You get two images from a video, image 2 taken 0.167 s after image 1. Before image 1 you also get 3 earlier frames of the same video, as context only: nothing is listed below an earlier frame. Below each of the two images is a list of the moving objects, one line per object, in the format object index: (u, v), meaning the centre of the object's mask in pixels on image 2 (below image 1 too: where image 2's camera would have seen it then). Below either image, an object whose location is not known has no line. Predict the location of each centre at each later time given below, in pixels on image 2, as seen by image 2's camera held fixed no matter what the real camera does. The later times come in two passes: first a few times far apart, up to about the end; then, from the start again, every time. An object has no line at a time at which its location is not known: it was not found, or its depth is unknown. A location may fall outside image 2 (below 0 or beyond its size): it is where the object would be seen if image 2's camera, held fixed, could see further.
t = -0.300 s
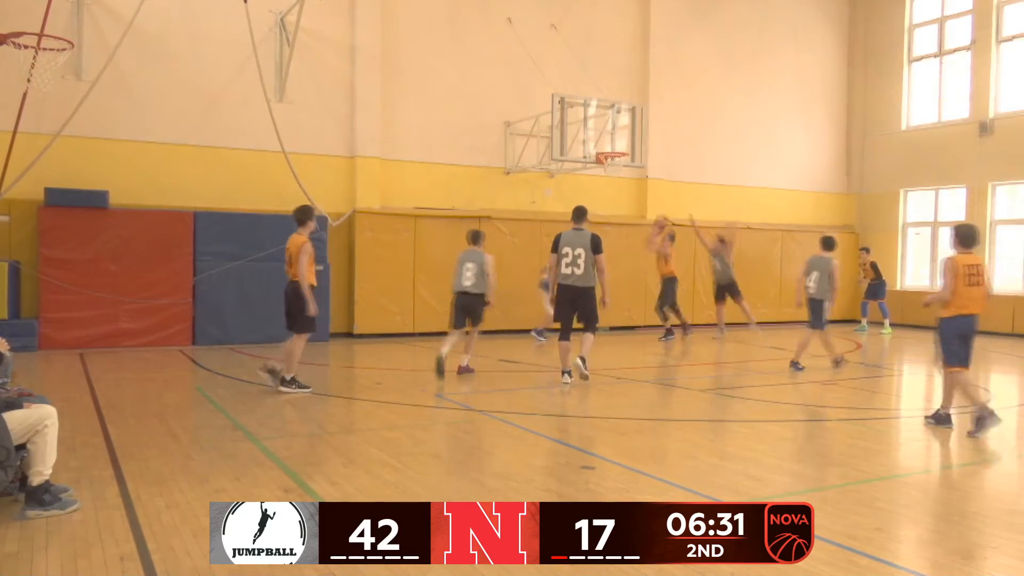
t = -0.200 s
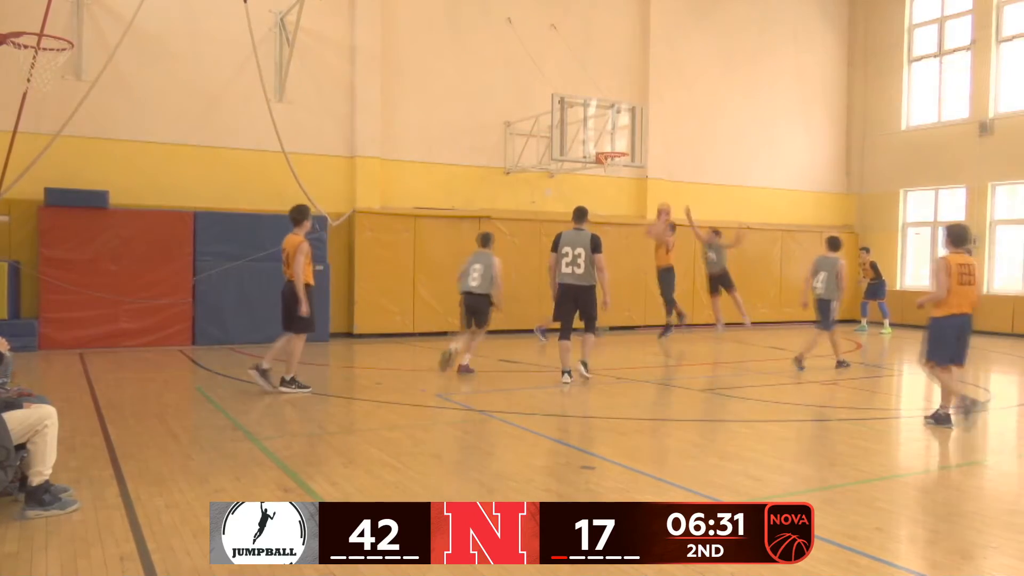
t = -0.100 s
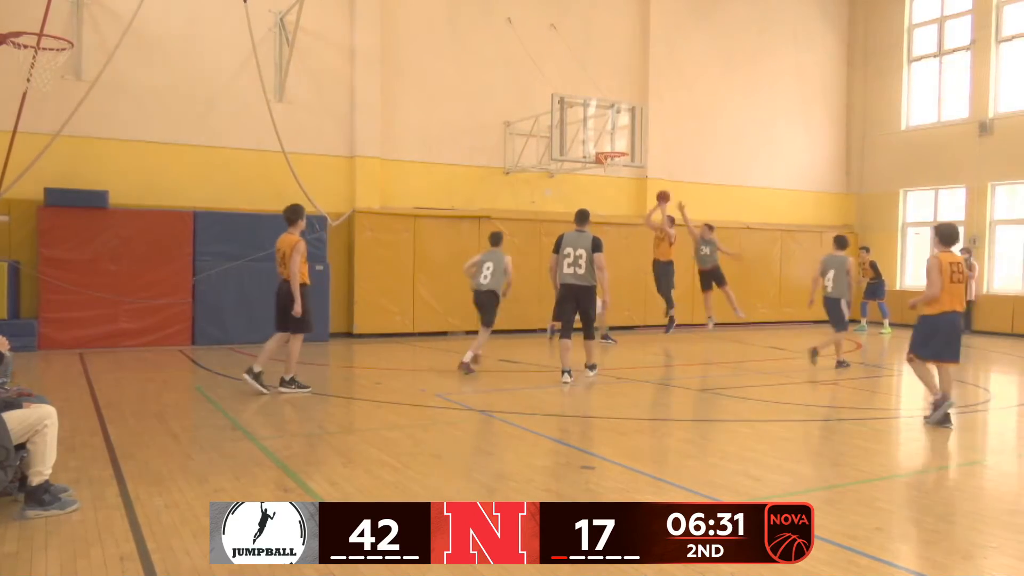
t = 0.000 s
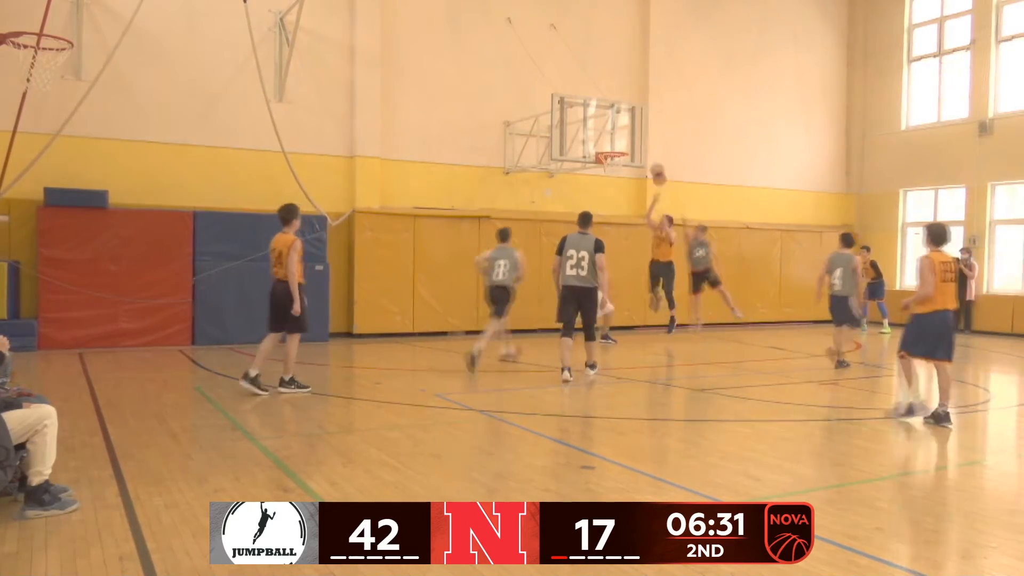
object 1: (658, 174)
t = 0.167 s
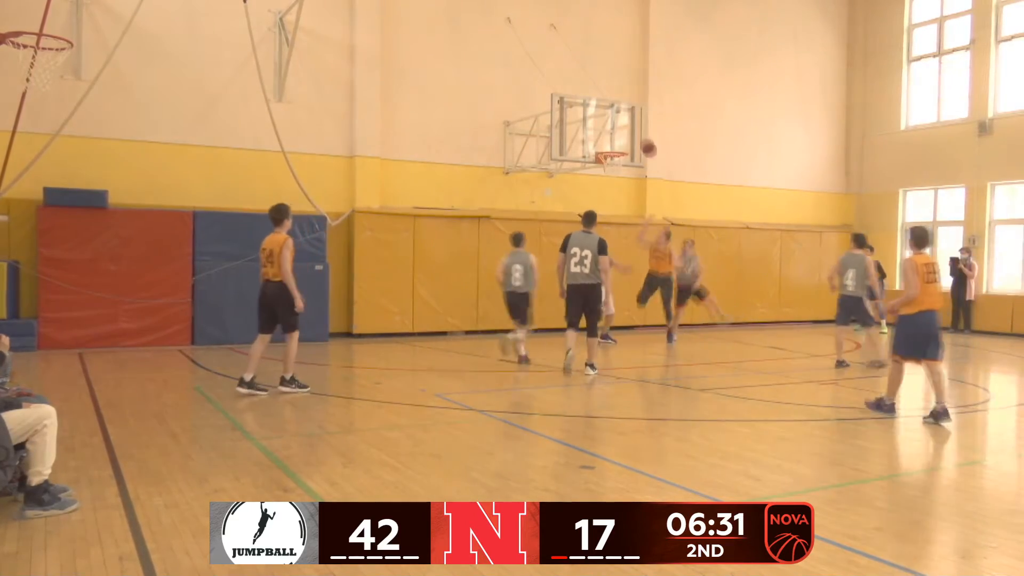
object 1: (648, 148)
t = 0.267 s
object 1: (644, 141)
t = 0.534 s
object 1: (625, 145)
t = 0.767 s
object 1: (617, 145)
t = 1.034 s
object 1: (608, 168)
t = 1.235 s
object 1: (611, 185)
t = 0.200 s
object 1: (646, 144)
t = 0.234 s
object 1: (645, 142)
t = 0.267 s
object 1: (644, 141)
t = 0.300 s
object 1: (641, 139)
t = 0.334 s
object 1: (639, 138)
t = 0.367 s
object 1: (636, 138)
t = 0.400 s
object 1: (634, 138)
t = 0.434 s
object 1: (633, 139)
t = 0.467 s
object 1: (631, 141)
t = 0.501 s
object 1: (627, 144)
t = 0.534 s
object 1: (625, 145)
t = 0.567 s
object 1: (624, 145)
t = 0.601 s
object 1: (623, 144)
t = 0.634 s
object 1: (622, 143)
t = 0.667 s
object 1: (620, 143)
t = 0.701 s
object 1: (619, 144)
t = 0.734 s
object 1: (617, 145)
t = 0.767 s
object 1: (617, 145)
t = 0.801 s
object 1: (615, 147)
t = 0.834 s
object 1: (614, 152)
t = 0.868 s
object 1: (612, 155)
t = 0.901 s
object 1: (611, 157)
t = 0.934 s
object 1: (610, 158)
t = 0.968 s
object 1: (609, 163)
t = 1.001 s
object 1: (608, 165)
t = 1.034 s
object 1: (608, 168)
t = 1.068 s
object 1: (608, 169)
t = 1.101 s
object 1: (608, 171)
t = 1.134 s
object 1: (609, 172)
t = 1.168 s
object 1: (610, 179)
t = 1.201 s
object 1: (611, 183)
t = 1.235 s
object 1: (611, 185)
